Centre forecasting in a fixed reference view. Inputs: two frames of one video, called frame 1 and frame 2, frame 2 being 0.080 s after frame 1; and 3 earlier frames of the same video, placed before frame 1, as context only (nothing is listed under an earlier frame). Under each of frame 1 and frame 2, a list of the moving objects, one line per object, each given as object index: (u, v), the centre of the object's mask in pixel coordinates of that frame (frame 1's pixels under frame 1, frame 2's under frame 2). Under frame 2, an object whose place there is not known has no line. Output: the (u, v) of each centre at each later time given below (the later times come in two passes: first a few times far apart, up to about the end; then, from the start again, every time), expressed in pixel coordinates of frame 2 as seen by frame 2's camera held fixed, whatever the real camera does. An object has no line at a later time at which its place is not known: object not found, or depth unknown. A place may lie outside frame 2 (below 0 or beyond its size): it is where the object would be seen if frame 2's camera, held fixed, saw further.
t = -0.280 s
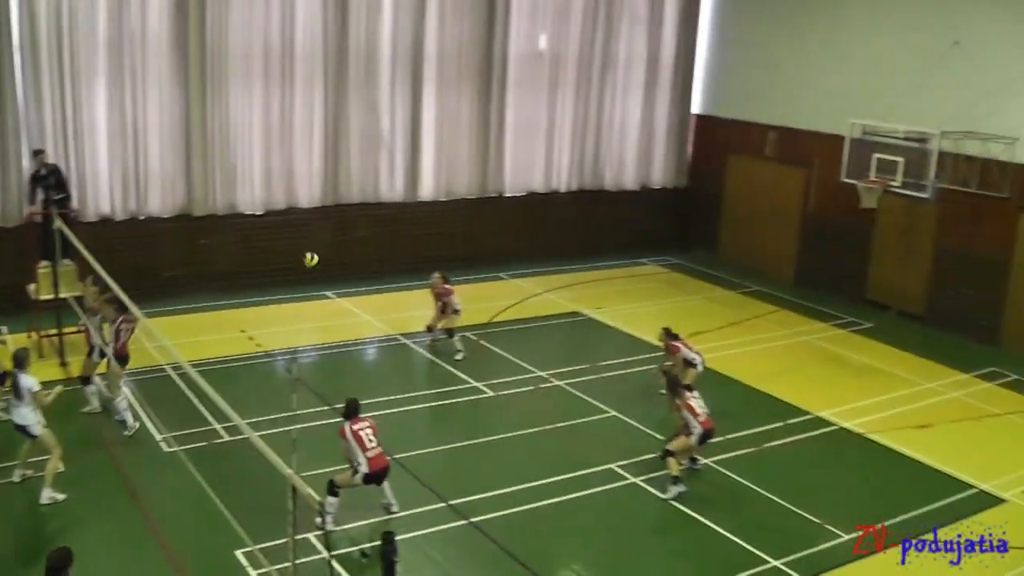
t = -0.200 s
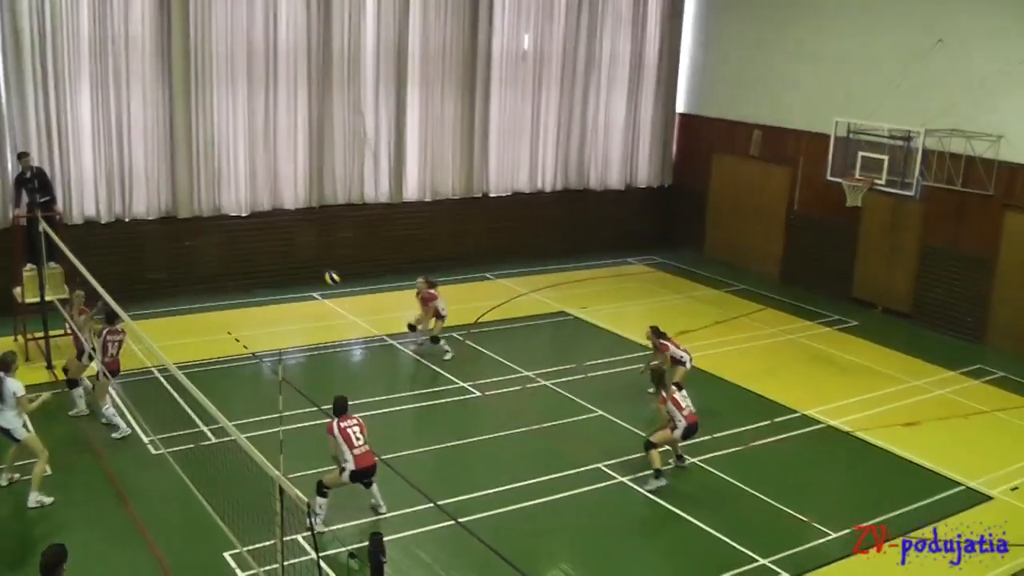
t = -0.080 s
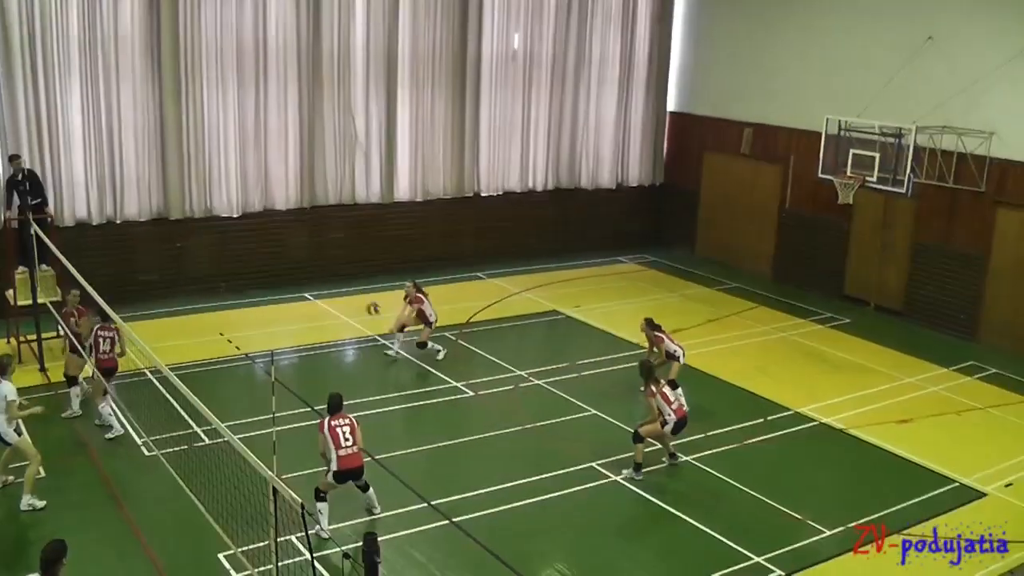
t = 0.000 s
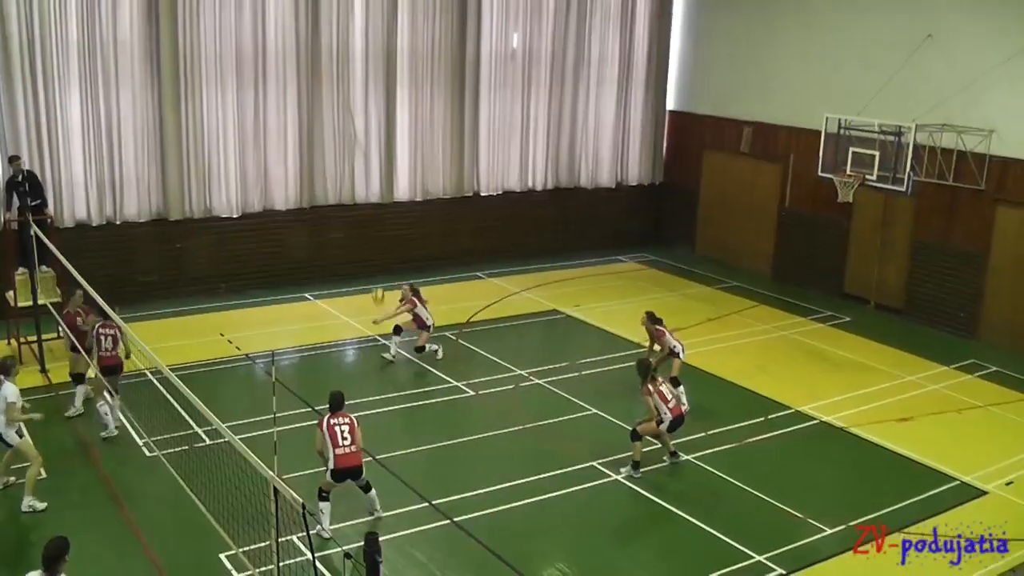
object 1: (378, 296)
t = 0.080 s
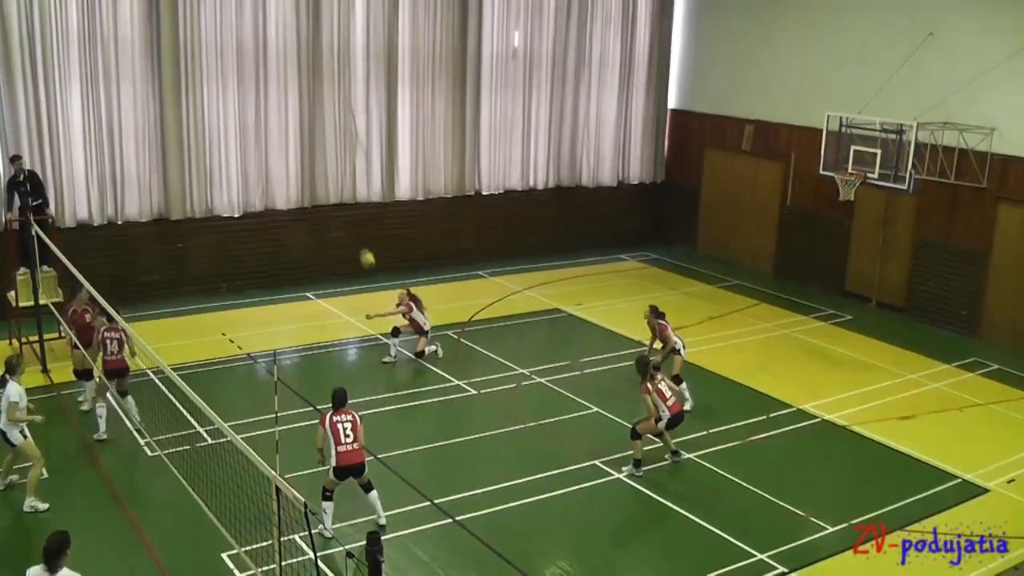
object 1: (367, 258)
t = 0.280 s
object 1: (333, 180)
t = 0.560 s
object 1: (286, 109)
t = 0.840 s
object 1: (238, 89)
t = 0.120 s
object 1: (360, 243)
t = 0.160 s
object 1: (353, 225)
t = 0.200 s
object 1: (347, 208)
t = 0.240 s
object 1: (341, 195)
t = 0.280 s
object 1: (333, 180)
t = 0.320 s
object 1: (328, 166)
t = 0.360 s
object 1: (321, 153)
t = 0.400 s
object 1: (314, 143)
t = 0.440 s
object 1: (308, 133)
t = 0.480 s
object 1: (300, 124)
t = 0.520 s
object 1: (293, 116)
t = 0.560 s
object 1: (286, 109)
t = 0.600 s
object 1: (280, 102)
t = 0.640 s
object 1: (272, 98)
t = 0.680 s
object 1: (264, 94)
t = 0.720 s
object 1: (258, 91)
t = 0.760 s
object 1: (252, 89)
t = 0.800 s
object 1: (245, 88)
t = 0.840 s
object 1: (238, 89)
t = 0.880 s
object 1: (231, 91)
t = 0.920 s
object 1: (224, 94)
